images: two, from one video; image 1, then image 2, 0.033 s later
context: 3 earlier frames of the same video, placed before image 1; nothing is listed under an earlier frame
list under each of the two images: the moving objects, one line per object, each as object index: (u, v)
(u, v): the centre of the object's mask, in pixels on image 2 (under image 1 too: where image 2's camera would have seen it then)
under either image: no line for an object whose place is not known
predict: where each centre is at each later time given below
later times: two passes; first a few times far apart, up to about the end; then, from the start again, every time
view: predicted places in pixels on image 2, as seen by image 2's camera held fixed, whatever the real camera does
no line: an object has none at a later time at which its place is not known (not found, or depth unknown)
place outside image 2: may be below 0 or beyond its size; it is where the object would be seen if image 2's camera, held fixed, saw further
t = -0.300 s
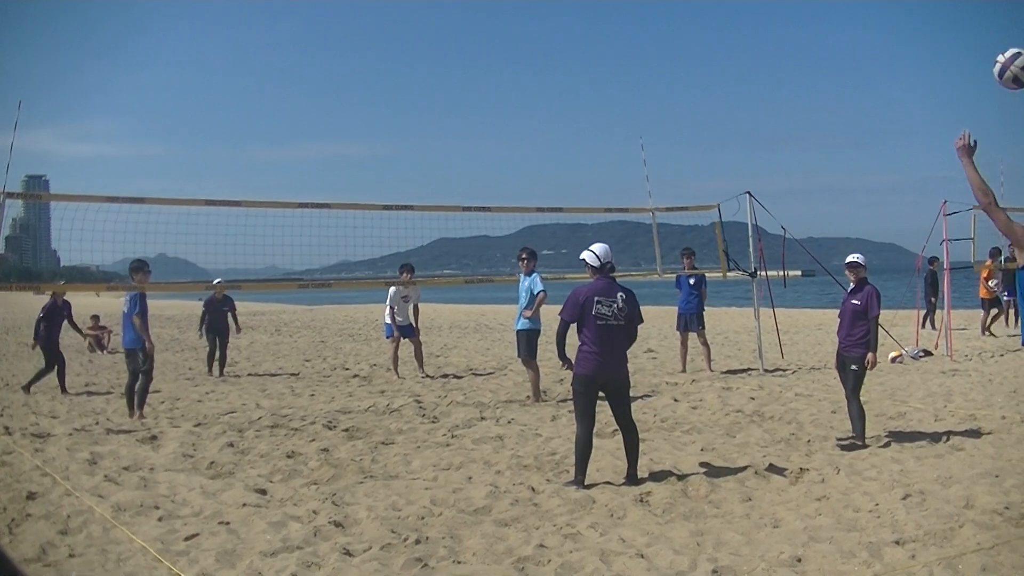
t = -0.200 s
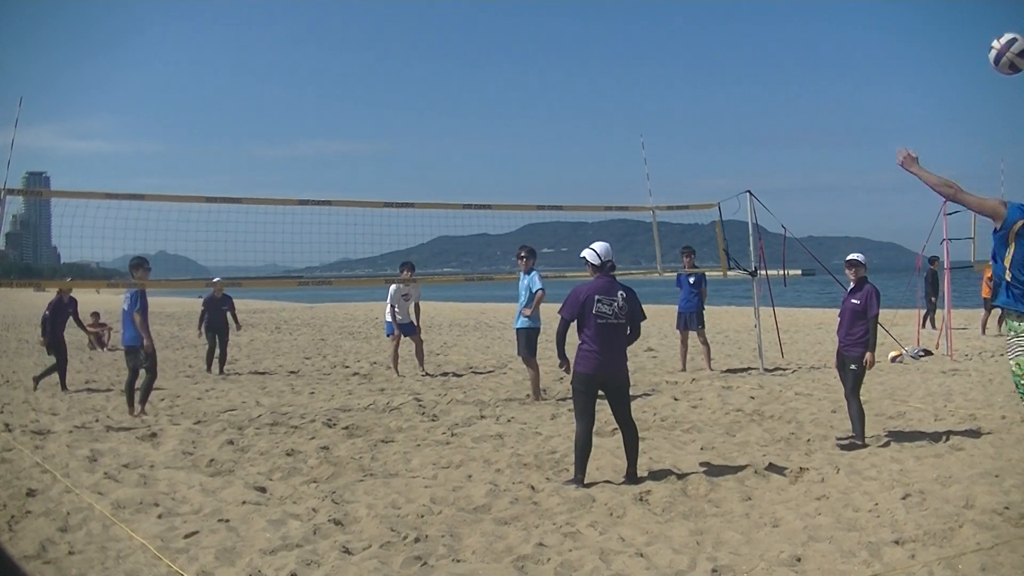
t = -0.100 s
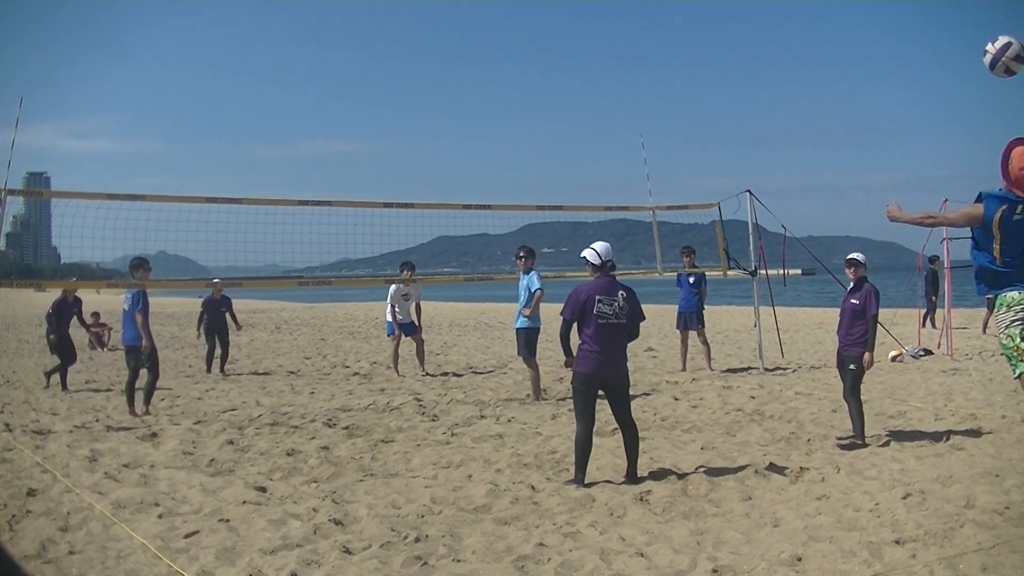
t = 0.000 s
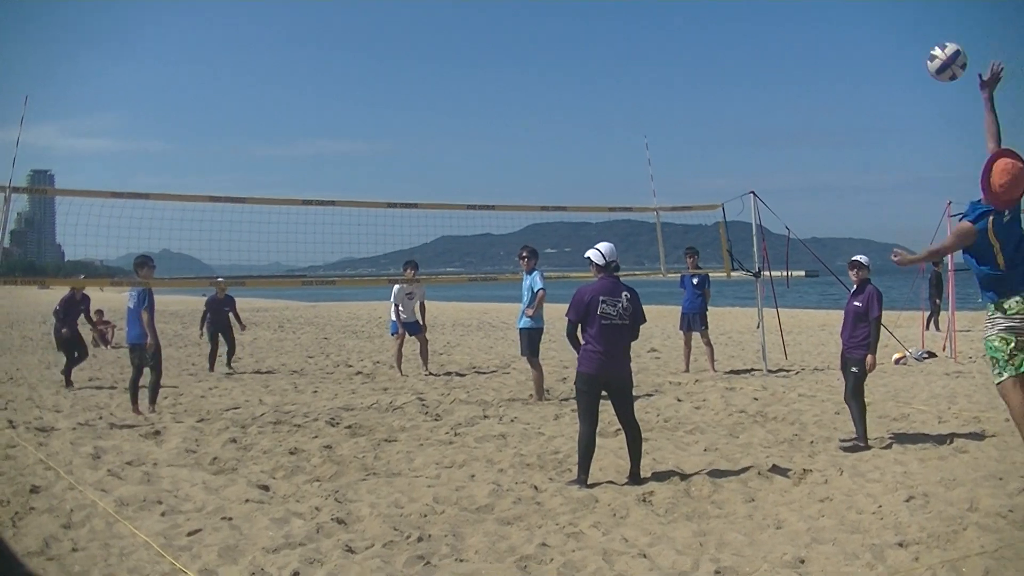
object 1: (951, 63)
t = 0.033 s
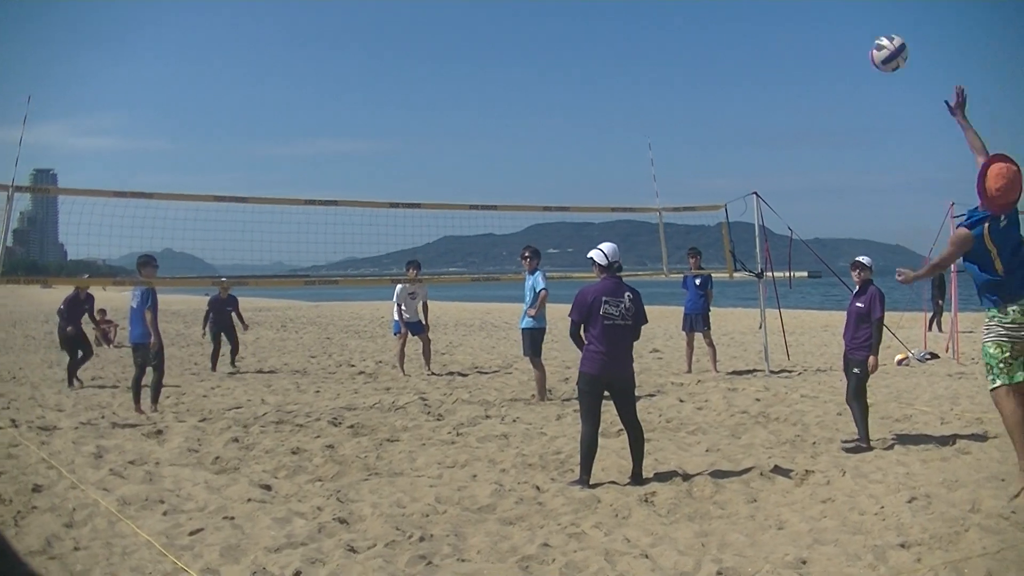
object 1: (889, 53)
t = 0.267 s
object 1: (595, 46)
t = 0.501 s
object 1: (430, 100)
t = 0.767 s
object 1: (313, 190)
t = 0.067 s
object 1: (834, 46)
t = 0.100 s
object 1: (784, 42)
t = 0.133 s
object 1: (740, 39)
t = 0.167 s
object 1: (699, 38)
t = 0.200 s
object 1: (661, 39)
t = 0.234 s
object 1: (626, 42)
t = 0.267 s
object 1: (595, 46)
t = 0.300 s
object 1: (565, 52)
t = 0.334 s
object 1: (537, 58)
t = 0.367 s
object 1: (513, 65)
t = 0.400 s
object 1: (490, 73)
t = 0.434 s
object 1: (468, 82)
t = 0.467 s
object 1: (448, 91)
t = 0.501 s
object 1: (430, 100)
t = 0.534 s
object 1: (413, 110)
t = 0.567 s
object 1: (397, 120)
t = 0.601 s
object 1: (380, 131)
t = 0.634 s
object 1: (365, 142)
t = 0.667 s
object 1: (351, 154)
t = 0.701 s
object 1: (337, 166)
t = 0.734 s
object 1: (324, 179)
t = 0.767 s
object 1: (313, 190)
